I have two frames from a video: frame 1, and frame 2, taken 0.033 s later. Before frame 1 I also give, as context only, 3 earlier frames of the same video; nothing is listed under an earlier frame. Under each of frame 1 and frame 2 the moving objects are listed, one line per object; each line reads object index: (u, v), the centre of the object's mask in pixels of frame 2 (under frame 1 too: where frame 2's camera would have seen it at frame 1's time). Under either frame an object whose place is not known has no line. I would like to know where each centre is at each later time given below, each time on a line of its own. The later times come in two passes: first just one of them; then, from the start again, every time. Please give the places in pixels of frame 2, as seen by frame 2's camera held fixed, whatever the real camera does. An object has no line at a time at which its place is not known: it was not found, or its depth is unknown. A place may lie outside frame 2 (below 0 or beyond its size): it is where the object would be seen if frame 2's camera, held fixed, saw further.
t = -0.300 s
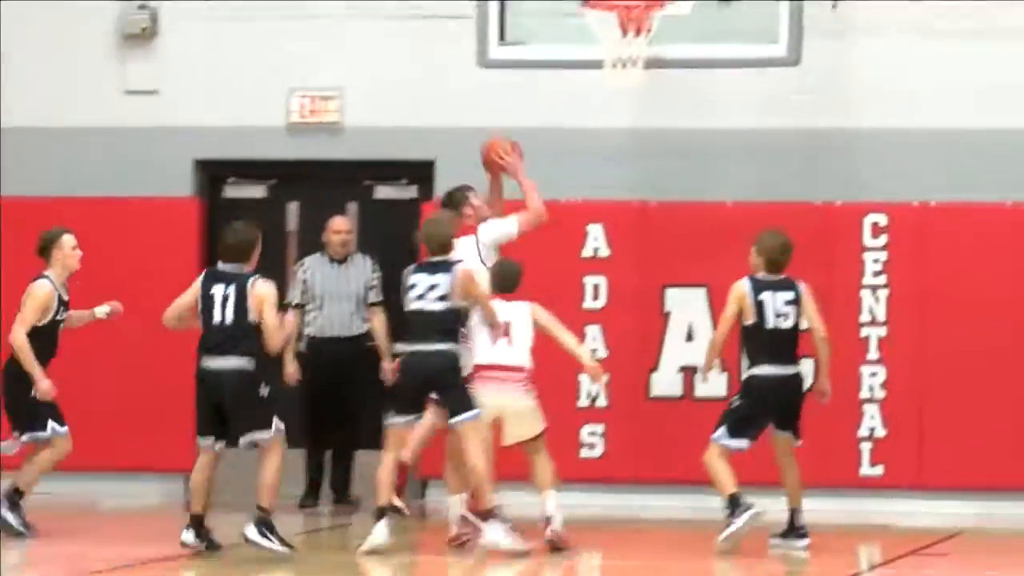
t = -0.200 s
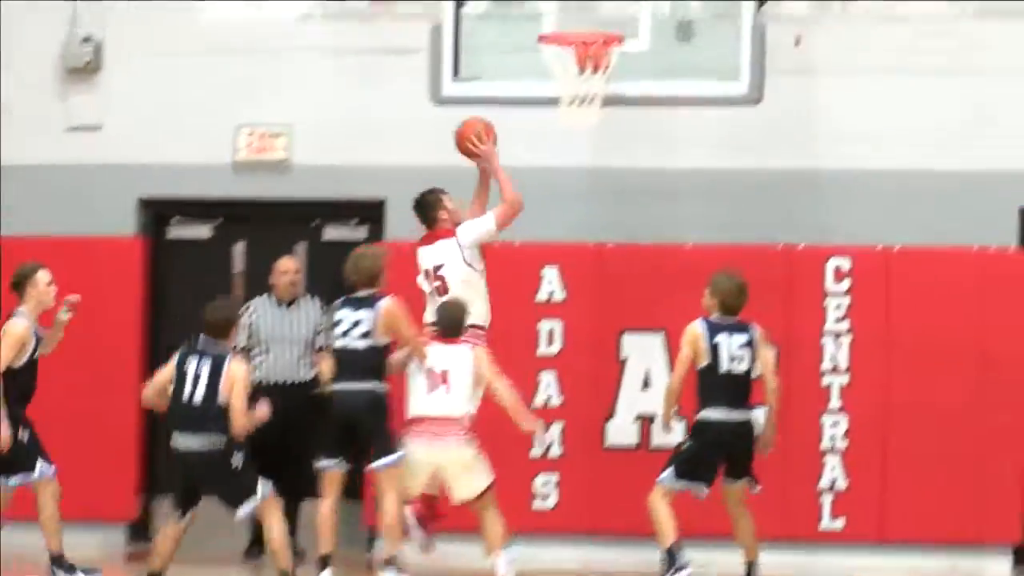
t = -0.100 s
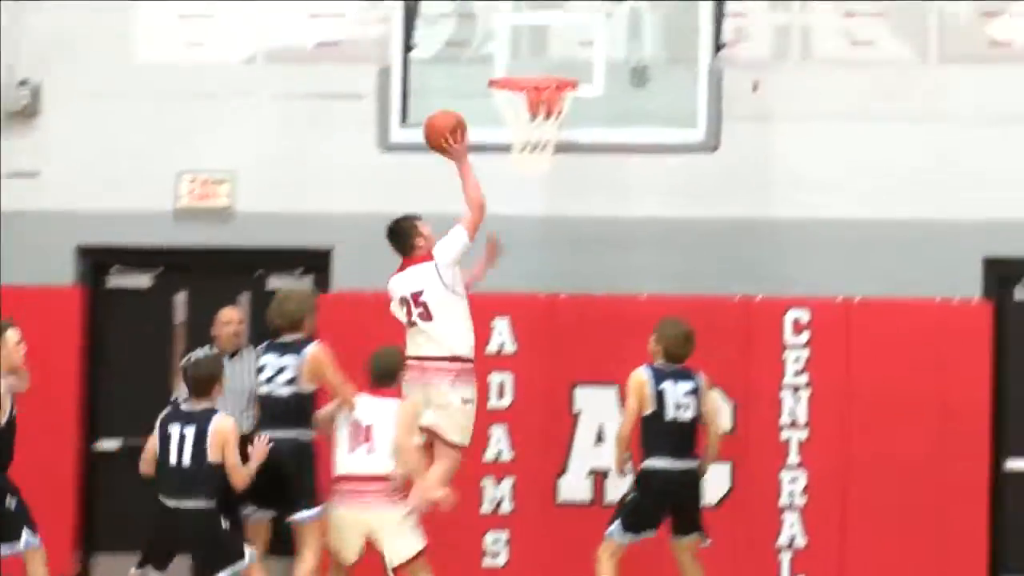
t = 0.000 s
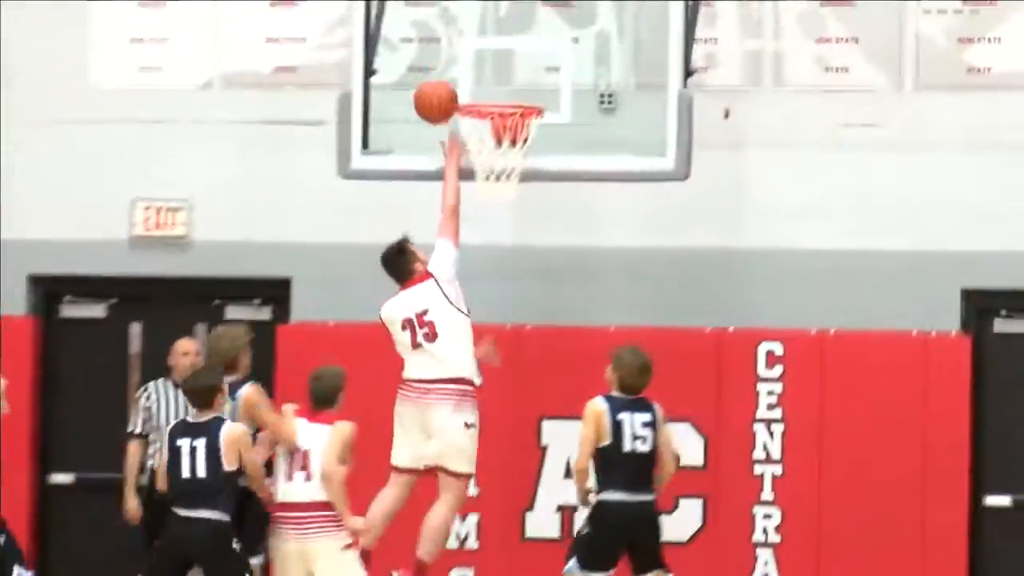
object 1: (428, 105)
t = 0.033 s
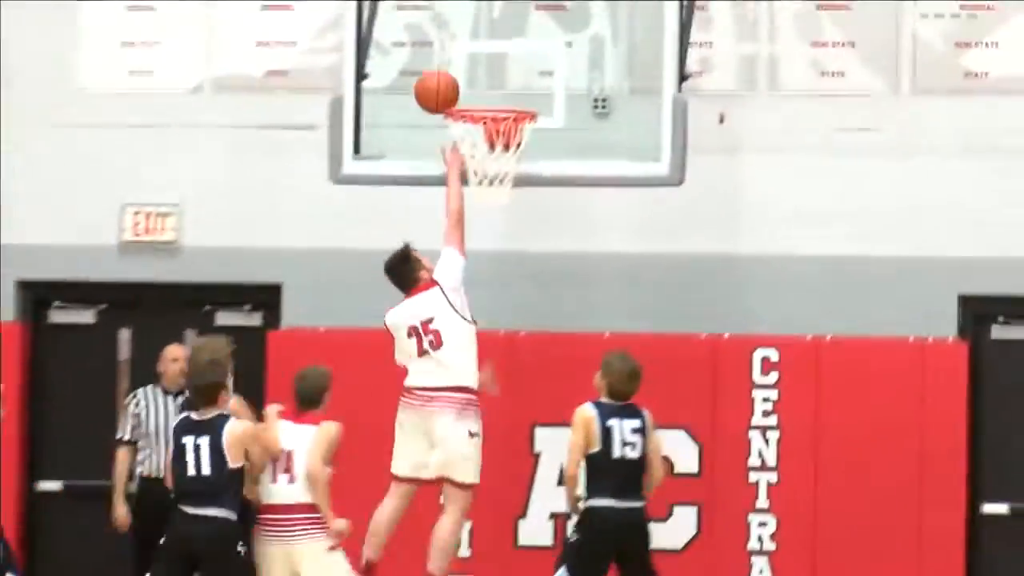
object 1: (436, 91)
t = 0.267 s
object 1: (468, 87)
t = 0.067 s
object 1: (441, 85)
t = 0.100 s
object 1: (445, 80)
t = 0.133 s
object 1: (450, 77)
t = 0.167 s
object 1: (455, 77)
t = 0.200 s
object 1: (459, 78)
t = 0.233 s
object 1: (464, 82)
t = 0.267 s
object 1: (468, 87)
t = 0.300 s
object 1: (473, 92)
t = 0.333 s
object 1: (476, 104)
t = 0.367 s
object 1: (480, 116)
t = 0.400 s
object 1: (483, 134)
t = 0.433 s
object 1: (486, 144)
